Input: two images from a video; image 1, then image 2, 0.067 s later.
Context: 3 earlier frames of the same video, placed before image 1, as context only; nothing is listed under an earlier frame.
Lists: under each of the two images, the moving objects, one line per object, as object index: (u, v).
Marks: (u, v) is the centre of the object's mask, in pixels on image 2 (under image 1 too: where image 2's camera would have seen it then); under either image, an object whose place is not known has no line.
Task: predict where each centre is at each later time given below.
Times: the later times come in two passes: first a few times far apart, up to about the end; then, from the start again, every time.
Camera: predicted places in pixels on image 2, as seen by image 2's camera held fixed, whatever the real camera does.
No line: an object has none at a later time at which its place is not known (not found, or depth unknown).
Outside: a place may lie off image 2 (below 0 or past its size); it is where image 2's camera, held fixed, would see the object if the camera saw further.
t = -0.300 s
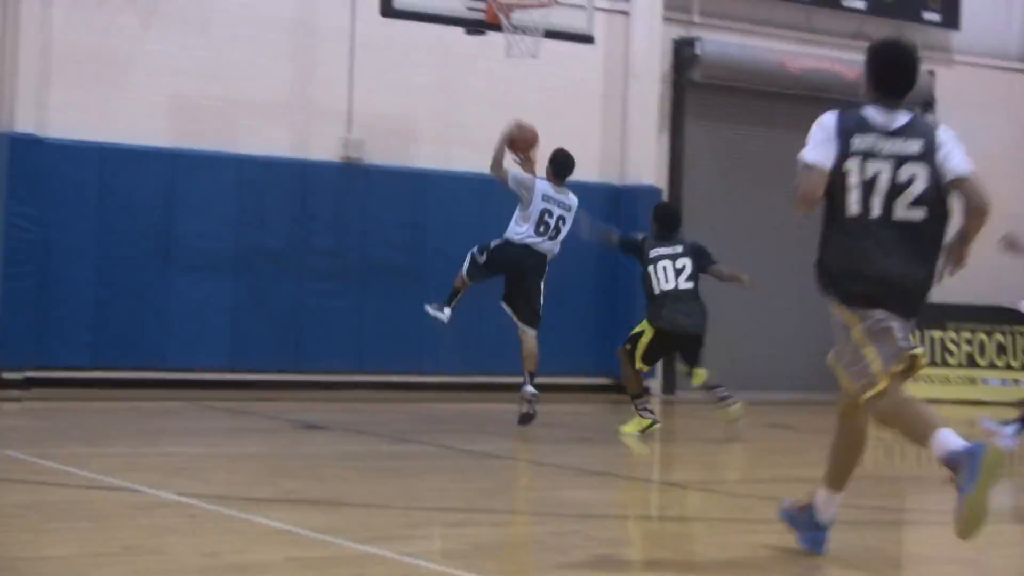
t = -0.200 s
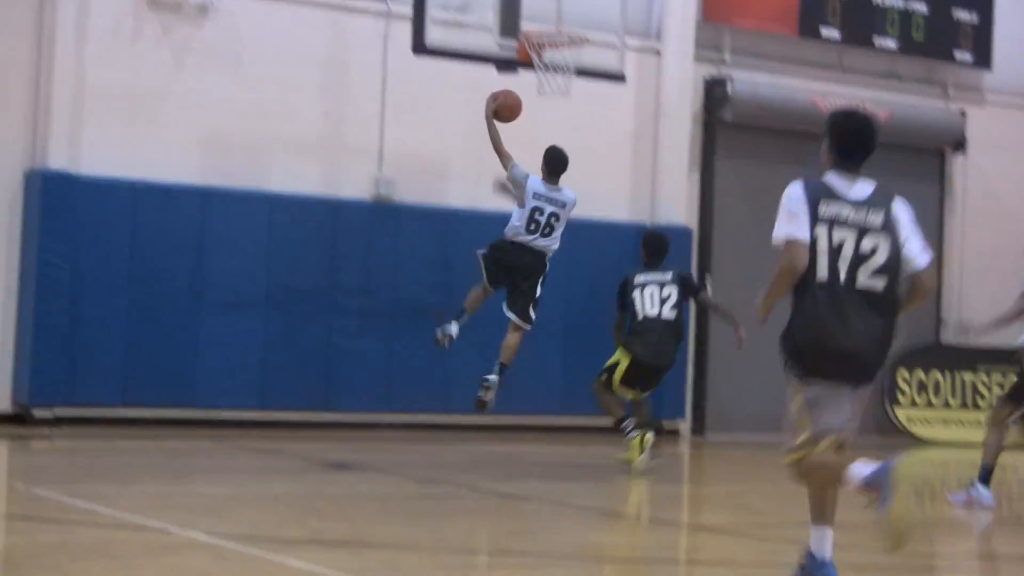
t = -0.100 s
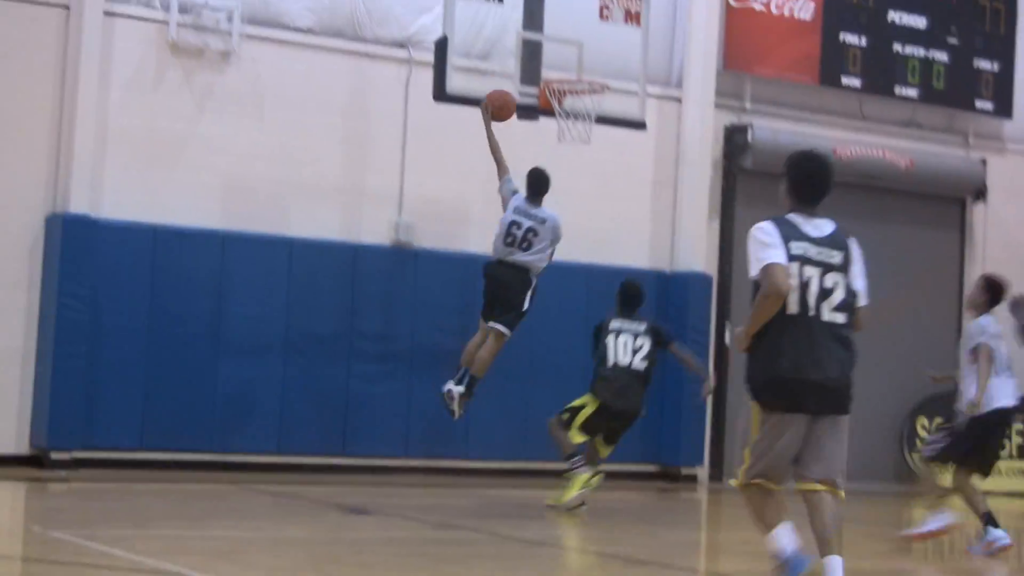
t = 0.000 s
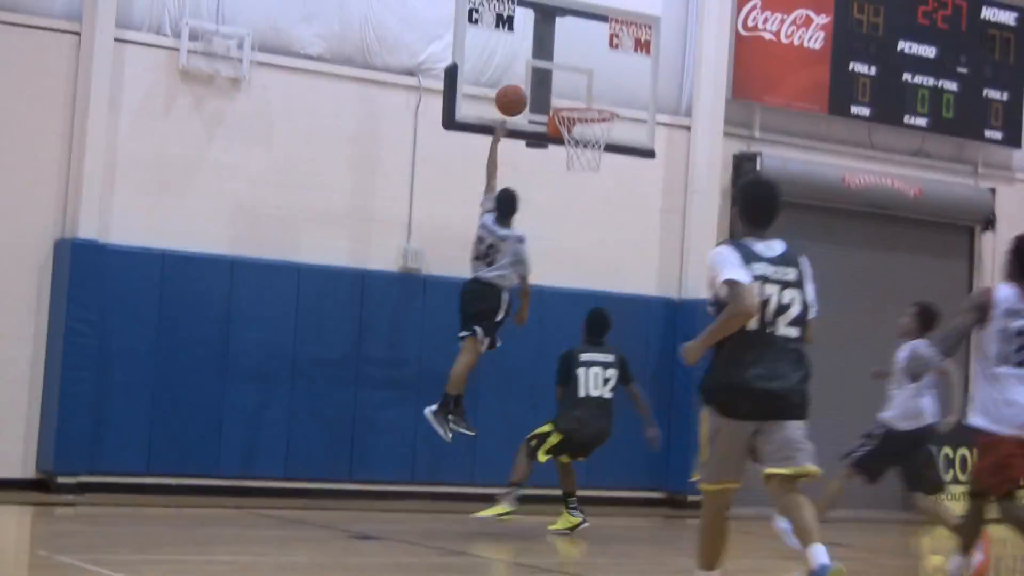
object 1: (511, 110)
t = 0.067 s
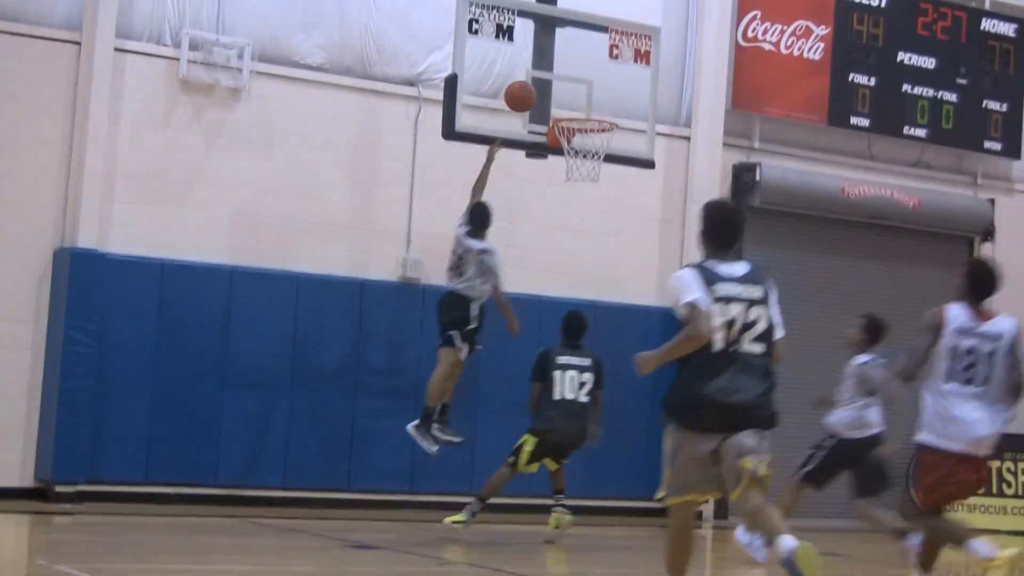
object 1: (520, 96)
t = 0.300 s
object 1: (576, 89)
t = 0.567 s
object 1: (575, 111)
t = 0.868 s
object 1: (608, 149)
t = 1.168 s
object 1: (577, 208)
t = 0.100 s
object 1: (527, 91)
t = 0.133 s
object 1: (536, 87)
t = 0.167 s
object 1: (543, 85)
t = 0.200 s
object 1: (551, 84)
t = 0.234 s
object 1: (560, 84)
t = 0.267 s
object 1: (568, 85)
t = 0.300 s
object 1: (576, 89)
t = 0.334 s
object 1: (583, 93)
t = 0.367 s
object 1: (591, 99)
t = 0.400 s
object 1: (599, 106)
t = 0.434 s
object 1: (601, 110)
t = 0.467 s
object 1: (594, 109)
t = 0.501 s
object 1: (588, 109)
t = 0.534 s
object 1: (581, 110)
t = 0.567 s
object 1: (575, 111)
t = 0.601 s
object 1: (571, 113)
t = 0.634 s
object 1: (579, 119)
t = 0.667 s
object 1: (585, 125)
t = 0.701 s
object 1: (591, 129)
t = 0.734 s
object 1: (597, 134)
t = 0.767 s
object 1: (603, 138)
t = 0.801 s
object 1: (606, 142)
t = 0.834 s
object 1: (607, 146)
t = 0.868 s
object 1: (608, 149)
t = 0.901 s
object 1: (606, 151)
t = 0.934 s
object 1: (604, 155)
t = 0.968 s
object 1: (602, 159)
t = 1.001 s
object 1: (599, 165)
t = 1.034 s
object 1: (595, 170)
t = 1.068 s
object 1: (591, 179)
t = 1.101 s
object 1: (587, 187)
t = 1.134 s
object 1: (582, 197)
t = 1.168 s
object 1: (577, 208)
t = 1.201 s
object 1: (573, 221)
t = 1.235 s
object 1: (568, 235)
